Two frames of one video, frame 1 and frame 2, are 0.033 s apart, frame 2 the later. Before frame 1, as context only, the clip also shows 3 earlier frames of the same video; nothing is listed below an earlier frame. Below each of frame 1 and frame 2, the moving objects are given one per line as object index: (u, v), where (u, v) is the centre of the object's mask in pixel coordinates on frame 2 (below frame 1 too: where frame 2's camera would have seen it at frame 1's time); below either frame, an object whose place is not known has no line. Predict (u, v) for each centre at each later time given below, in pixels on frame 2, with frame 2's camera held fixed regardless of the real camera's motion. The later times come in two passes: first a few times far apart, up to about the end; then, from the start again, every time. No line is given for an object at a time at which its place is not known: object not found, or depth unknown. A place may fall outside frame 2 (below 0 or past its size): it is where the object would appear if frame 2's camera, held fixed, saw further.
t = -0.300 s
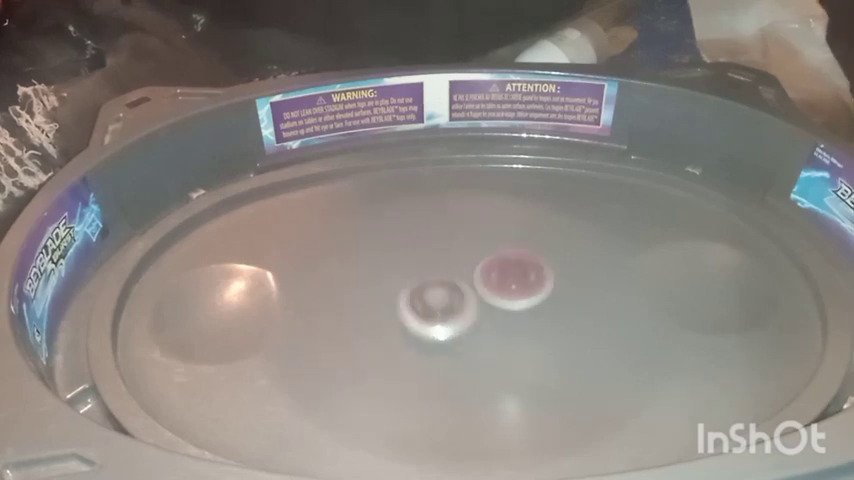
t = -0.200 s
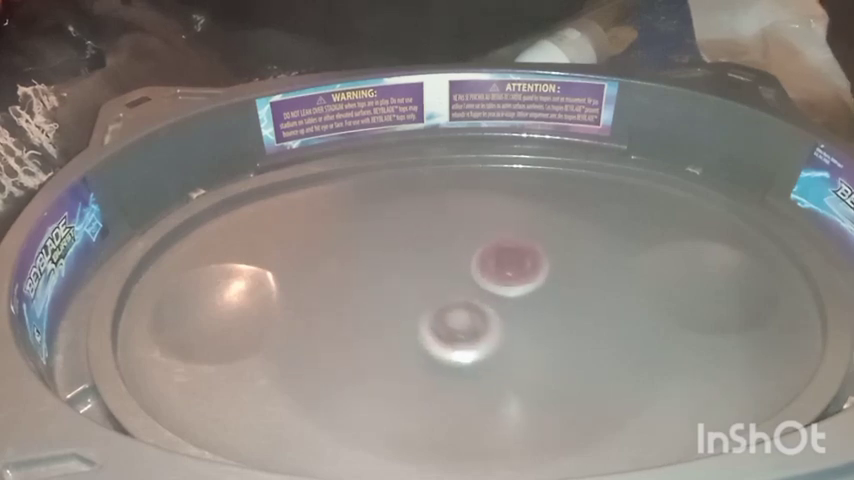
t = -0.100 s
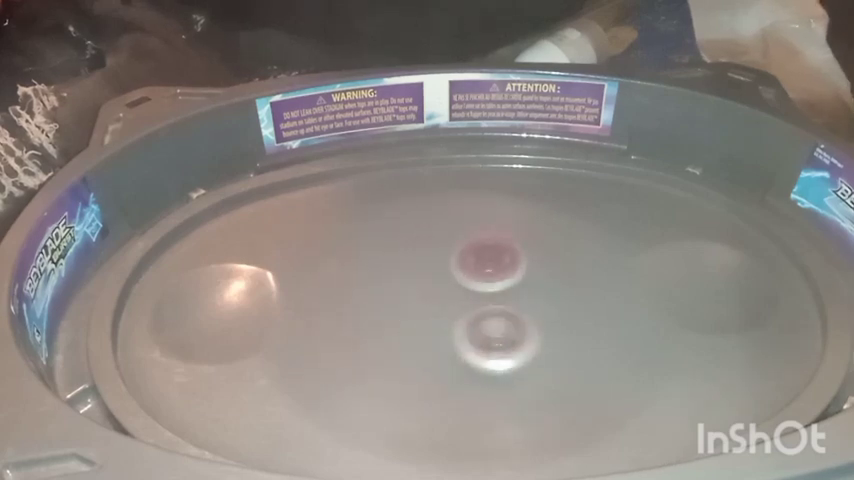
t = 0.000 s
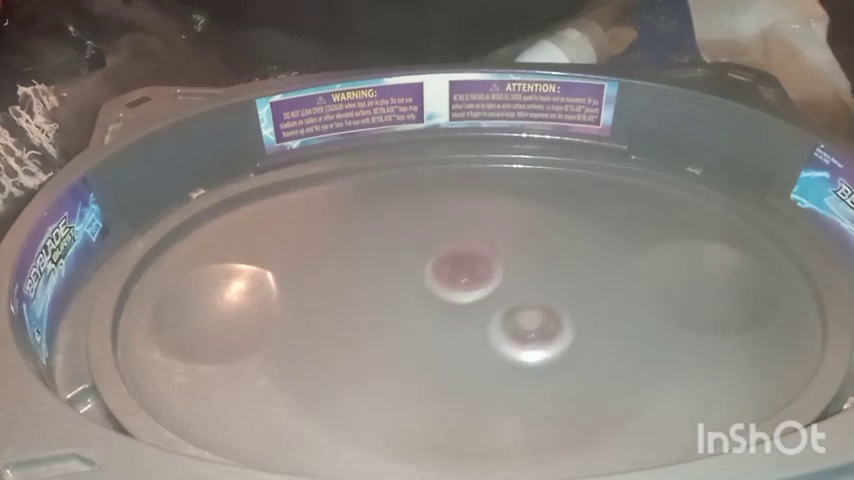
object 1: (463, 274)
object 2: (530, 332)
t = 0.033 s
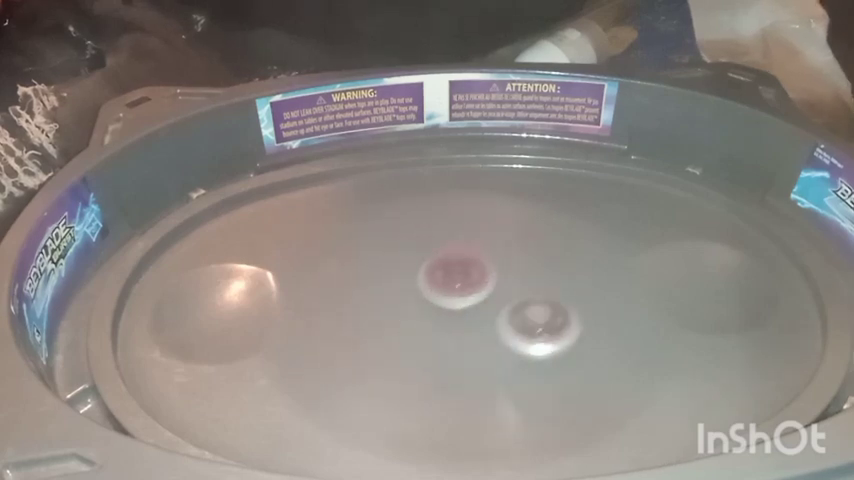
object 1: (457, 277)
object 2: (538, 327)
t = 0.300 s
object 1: (456, 326)
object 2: (493, 279)
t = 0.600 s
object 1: (498, 355)
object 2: (389, 307)
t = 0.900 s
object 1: (476, 314)
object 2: (432, 370)
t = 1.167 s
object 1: (400, 285)
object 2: (479, 323)
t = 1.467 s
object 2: (403, 263)
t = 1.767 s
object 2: (346, 291)
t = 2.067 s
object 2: (324, 209)
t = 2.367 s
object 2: (358, 288)
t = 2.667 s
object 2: (498, 300)
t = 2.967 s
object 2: (522, 242)
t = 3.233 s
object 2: (453, 254)
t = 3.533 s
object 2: (438, 295)
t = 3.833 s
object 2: (437, 321)
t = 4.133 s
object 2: (454, 338)
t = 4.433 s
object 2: (448, 325)
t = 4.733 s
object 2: (439, 284)
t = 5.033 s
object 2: (479, 244)
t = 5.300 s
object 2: (404, 243)
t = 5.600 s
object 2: (392, 303)
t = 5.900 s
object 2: (471, 332)
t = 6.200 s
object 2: (502, 292)
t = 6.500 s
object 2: (427, 280)
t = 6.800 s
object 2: (398, 322)
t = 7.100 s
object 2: (447, 328)
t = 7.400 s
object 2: (441, 282)
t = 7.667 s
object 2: (394, 275)
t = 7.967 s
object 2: (408, 305)
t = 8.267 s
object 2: (471, 297)
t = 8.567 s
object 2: (460, 272)
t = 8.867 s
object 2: (430, 286)
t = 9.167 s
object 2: (439, 321)
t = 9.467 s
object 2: (460, 321)
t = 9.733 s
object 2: (457, 308)
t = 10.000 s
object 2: (437, 290)
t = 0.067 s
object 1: (451, 286)
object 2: (544, 320)
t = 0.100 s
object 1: (447, 289)
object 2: (547, 312)
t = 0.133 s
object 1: (446, 296)
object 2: (546, 303)
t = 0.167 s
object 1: (446, 303)
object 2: (541, 295)
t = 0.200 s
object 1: (446, 312)
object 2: (531, 289)
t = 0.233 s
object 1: (449, 317)
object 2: (521, 284)
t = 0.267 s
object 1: (452, 320)
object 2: (507, 282)
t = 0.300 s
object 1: (456, 326)
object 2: (493, 279)
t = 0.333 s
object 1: (456, 336)
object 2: (480, 275)
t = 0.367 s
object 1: (456, 344)
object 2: (469, 270)
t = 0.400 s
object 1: (460, 350)
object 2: (456, 269)
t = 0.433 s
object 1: (466, 353)
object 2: (442, 271)
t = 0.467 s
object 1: (474, 356)
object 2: (428, 277)
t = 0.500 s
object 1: (480, 356)
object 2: (415, 283)
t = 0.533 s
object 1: (487, 357)
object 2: (405, 289)
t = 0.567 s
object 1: (493, 356)
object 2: (396, 299)
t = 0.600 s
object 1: (498, 355)
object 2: (389, 307)
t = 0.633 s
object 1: (503, 354)
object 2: (384, 316)
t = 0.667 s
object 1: (507, 351)
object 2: (382, 324)
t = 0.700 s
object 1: (509, 346)
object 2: (383, 334)
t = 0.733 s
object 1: (509, 341)
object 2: (385, 343)
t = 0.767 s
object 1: (506, 334)
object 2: (390, 350)
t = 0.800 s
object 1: (500, 330)
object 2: (398, 358)
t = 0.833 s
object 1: (493, 325)
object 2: (407, 362)
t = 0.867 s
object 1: (484, 320)
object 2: (419, 368)
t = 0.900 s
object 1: (476, 314)
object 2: (432, 370)
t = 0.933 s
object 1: (469, 308)
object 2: (441, 371)
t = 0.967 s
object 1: (461, 303)
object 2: (451, 369)
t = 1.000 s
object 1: (452, 297)
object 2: (460, 365)
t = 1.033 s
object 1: (441, 295)
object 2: (470, 359)
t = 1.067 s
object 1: (431, 292)
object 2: (477, 351)
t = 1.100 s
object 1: (420, 288)
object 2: (481, 342)
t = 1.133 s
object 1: (410, 288)
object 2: (481, 333)
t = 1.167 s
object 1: (400, 285)
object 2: (479, 323)
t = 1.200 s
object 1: (391, 286)
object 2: (474, 311)
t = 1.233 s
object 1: (383, 286)
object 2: (467, 303)
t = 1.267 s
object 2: (458, 295)
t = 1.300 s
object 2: (449, 288)
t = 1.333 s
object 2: (443, 280)
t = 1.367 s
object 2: (436, 275)
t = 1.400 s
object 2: (425, 270)
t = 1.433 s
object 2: (413, 267)
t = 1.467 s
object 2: (403, 263)
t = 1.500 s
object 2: (391, 263)
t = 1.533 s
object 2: (381, 262)
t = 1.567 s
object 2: (370, 264)
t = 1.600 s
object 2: (361, 267)
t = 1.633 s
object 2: (353, 271)
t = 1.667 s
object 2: (348, 273)
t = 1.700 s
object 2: (346, 277)
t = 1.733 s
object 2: (345, 283)
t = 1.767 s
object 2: (346, 291)
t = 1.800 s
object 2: (339, 286)
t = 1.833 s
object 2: (320, 258)
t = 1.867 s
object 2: (310, 242)
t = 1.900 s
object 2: (308, 228)
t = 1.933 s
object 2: (310, 220)
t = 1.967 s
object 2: (313, 216)
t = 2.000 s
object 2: (317, 211)
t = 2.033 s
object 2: (322, 209)
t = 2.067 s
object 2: (324, 209)
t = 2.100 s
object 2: (326, 211)
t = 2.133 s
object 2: (327, 214)
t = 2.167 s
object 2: (328, 220)
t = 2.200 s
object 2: (328, 230)
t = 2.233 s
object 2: (329, 243)
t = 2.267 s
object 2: (332, 253)
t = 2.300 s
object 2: (338, 266)
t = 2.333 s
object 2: (346, 278)
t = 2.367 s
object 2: (358, 288)
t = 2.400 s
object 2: (372, 298)
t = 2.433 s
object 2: (386, 304)
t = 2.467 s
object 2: (402, 309)
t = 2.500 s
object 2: (420, 312)
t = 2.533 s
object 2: (439, 312)
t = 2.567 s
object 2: (456, 311)
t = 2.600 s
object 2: (470, 309)
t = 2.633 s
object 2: (485, 305)
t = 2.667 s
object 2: (498, 300)
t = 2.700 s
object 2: (509, 294)
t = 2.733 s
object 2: (518, 287)
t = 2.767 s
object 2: (525, 281)
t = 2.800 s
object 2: (529, 274)
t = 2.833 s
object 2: (532, 267)
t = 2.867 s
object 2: (533, 261)
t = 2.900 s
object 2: (531, 253)
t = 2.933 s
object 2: (528, 247)
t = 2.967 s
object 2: (522, 242)
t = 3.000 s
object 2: (515, 237)
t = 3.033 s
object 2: (505, 236)
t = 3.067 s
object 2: (494, 237)
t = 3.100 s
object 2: (484, 239)
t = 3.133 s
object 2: (473, 243)
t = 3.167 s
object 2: (464, 247)
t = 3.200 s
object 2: (458, 250)
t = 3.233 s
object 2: (453, 254)
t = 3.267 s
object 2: (452, 256)
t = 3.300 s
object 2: (449, 263)
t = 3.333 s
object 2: (445, 271)
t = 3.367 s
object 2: (443, 279)
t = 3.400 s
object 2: (440, 286)
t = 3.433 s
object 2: (439, 284)
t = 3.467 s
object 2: (439, 285)
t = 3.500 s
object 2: (439, 289)
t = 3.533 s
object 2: (438, 295)
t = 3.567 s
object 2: (437, 303)
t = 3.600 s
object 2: (438, 311)
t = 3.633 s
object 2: (438, 318)
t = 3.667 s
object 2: (441, 326)
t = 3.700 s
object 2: (439, 327)
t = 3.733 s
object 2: (434, 325)
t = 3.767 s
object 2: (433, 324)
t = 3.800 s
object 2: (434, 322)
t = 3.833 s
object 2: (437, 321)
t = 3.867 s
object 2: (440, 322)
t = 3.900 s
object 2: (443, 323)
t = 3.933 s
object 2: (445, 326)
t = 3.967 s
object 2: (447, 329)
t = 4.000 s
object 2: (449, 333)
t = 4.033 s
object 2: (450, 335)
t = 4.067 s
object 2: (451, 337)
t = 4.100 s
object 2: (453, 338)
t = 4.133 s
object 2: (454, 338)
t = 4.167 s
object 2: (454, 339)
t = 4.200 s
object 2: (454, 339)
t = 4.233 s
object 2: (453, 340)
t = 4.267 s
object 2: (452, 340)
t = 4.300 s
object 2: (450, 338)
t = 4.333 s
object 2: (450, 334)
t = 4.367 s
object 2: (449, 331)
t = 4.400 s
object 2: (449, 328)
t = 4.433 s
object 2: (448, 325)
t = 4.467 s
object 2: (446, 321)
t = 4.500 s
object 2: (443, 317)
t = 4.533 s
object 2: (439, 311)
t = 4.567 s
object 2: (433, 307)
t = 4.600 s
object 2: (427, 303)
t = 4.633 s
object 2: (420, 298)
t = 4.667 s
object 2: (413, 296)
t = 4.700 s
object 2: (415, 293)
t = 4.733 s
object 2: (439, 284)
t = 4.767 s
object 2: (463, 274)
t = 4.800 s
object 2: (482, 266)
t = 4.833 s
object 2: (496, 262)
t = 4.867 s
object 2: (505, 257)
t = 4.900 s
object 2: (508, 253)
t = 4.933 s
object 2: (506, 253)
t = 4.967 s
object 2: (499, 250)
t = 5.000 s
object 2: (490, 247)
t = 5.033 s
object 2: (479, 244)
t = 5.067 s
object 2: (469, 241)
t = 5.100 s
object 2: (460, 238)
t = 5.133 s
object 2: (449, 237)
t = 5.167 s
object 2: (440, 236)
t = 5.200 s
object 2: (431, 235)
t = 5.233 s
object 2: (422, 237)
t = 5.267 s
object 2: (413, 239)
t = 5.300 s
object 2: (404, 243)
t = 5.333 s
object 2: (398, 247)
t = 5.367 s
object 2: (392, 252)
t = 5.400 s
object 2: (387, 258)
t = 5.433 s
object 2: (384, 266)
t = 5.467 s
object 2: (382, 274)
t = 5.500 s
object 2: (382, 282)
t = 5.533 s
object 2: (384, 289)
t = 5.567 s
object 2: (387, 296)
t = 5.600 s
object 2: (392, 303)
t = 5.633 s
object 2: (399, 309)
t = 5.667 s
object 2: (406, 315)
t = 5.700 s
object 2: (415, 320)
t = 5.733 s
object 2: (423, 325)
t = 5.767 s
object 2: (433, 328)
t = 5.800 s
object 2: (443, 330)
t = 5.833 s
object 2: (453, 332)
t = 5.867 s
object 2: (462, 333)
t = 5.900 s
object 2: (471, 332)
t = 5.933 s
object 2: (480, 330)
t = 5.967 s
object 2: (488, 328)
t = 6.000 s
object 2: (495, 324)
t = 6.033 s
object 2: (501, 319)
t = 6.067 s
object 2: (505, 315)
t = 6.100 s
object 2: (507, 309)
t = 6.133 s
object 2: (507, 302)
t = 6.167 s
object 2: (505, 296)
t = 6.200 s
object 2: (502, 292)
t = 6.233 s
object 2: (496, 286)
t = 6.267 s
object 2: (489, 282)
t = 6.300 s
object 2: (481, 278)
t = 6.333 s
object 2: (472, 276)
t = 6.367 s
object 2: (463, 275)
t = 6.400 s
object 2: (453, 276)
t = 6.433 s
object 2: (443, 277)
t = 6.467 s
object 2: (435, 278)
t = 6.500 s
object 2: (427, 280)
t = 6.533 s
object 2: (419, 284)
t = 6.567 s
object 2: (412, 287)
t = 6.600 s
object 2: (406, 292)
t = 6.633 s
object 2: (402, 297)
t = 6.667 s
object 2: (399, 302)
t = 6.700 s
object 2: (396, 308)
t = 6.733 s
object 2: (395, 313)
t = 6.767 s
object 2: (395, 319)
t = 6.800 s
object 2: (398, 322)
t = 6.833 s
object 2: (402, 326)
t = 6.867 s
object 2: (407, 329)
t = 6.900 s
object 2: (411, 332)
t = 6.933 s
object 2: (416, 334)
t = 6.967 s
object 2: (422, 335)
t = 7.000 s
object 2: (428, 334)
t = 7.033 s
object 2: (434, 333)
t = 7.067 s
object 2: (441, 331)
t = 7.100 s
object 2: (447, 328)
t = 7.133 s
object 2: (451, 323)
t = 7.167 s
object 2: (454, 319)
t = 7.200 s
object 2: (456, 314)
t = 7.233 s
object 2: (457, 309)
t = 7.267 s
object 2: (456, 304)
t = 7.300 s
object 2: (454, 297)
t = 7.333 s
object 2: (451, 291)
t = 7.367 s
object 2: (446, 286)
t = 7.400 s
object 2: (441, 282)
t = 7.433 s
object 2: (435, 278)
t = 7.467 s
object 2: (428, 276)
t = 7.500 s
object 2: (421, 274)
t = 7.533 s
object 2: (413, 272)
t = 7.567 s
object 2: (408, 272)
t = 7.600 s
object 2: (402, 273)
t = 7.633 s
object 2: (397, 274)
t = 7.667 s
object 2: (394, 275)
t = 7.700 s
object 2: (391, 278)
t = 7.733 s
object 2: (390, 281)
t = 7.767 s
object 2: (389, 283)
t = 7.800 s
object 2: (389, 287)
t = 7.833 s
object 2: (390, 290)
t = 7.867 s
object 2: (392, 295)
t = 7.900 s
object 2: (396, 298)
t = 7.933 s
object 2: (401, 302)
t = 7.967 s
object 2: (408, 305)
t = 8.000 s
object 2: (415, 308)
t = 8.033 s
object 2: (424, 311)
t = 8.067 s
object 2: (432, 311)
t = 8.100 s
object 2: (440, 311)
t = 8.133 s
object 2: (448, 310)
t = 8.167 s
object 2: (456, 308)
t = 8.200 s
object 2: (462, 305)
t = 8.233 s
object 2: (467, 301)
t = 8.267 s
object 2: (471, 297)
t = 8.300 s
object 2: (474, 292)
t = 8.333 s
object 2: (475, 287)
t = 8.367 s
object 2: (475, 283)
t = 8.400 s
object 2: (474, 279)
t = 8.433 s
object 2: (471, 277)
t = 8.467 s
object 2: (469, 275)
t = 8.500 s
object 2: (466, 273)
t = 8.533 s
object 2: (463, 272)
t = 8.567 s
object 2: (460, 272)
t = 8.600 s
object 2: (457, 272)
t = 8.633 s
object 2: (454, 272)
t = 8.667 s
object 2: (451, 273)
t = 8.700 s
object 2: (448, 273)
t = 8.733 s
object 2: (445, 275)
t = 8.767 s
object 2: (441, 277)
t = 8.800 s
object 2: (437, 279)
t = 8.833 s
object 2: (434, 282)
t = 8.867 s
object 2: (430, 286)
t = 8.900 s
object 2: (428, 291)
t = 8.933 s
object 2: (426, 295)
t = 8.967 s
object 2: (426, 300)
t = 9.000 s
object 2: (426, 304)
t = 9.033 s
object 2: (427, 309)
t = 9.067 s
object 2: (430, 313)
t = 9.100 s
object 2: (432, 317)
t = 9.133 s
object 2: (436, 319)
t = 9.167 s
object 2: (439, 321)
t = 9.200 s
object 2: (444, 323)
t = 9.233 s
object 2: (447, 324)
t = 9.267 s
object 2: (450, 325)
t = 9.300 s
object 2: (453, 325)
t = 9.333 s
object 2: (455, 324)
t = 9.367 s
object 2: (457, 324)
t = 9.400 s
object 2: (458, 323)
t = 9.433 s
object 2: (459, 322)
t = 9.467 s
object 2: (460, 321)
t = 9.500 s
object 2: (461, 319)
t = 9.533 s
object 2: (461, 318)
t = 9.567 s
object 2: (461, 317)
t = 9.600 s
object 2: (460, 315)
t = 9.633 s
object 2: (460, 313)
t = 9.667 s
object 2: (459, 311)
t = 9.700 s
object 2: (458, 309)
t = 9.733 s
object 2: (457, 308)
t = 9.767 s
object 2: (455, 306)
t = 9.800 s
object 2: (454, 304)
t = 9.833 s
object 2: (452, 302)
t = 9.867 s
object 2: (450, 299)
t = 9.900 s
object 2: (448, 297)
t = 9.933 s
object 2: (445, 294)
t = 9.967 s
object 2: (441, 293)
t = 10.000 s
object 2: (437, 290)
